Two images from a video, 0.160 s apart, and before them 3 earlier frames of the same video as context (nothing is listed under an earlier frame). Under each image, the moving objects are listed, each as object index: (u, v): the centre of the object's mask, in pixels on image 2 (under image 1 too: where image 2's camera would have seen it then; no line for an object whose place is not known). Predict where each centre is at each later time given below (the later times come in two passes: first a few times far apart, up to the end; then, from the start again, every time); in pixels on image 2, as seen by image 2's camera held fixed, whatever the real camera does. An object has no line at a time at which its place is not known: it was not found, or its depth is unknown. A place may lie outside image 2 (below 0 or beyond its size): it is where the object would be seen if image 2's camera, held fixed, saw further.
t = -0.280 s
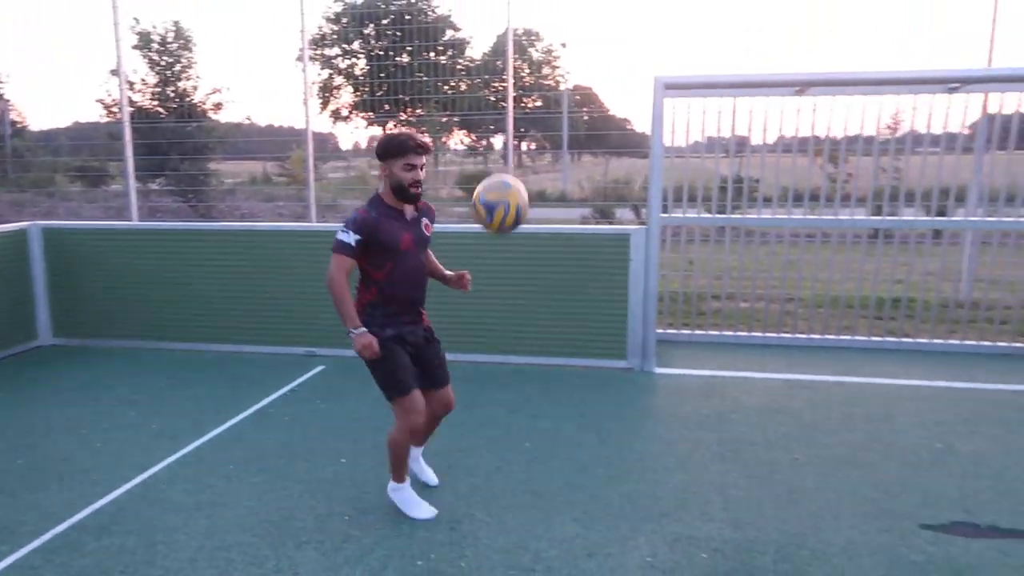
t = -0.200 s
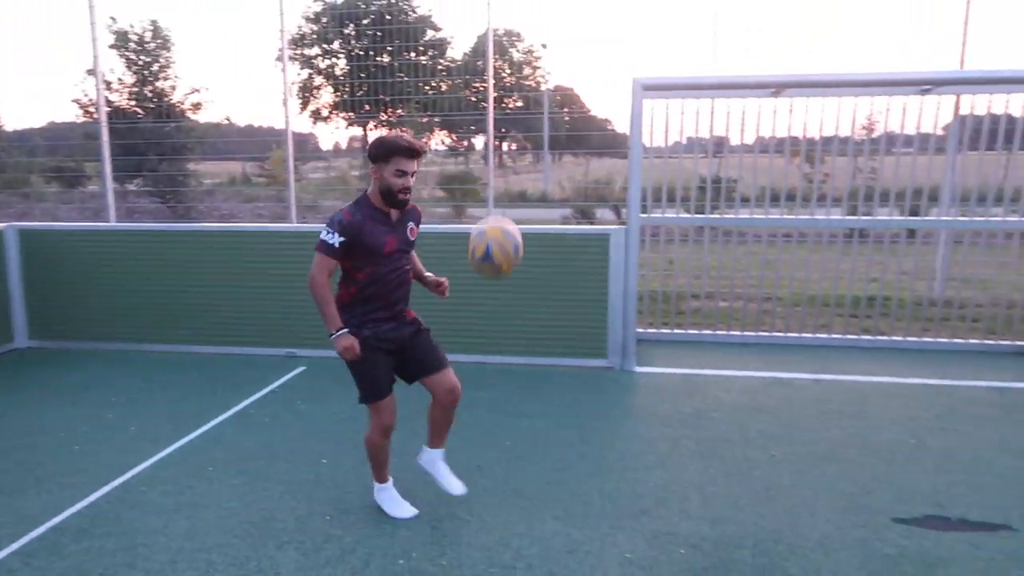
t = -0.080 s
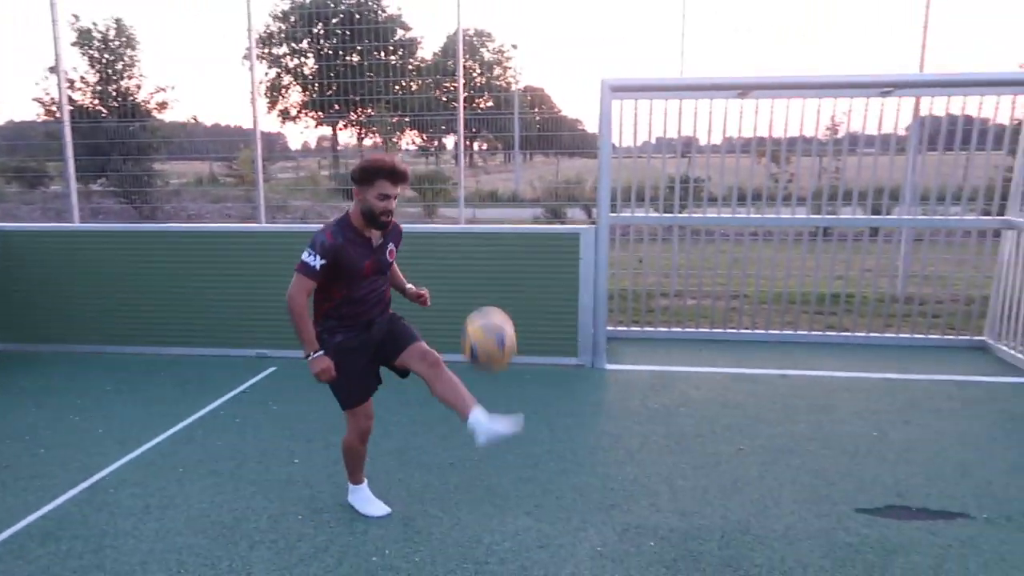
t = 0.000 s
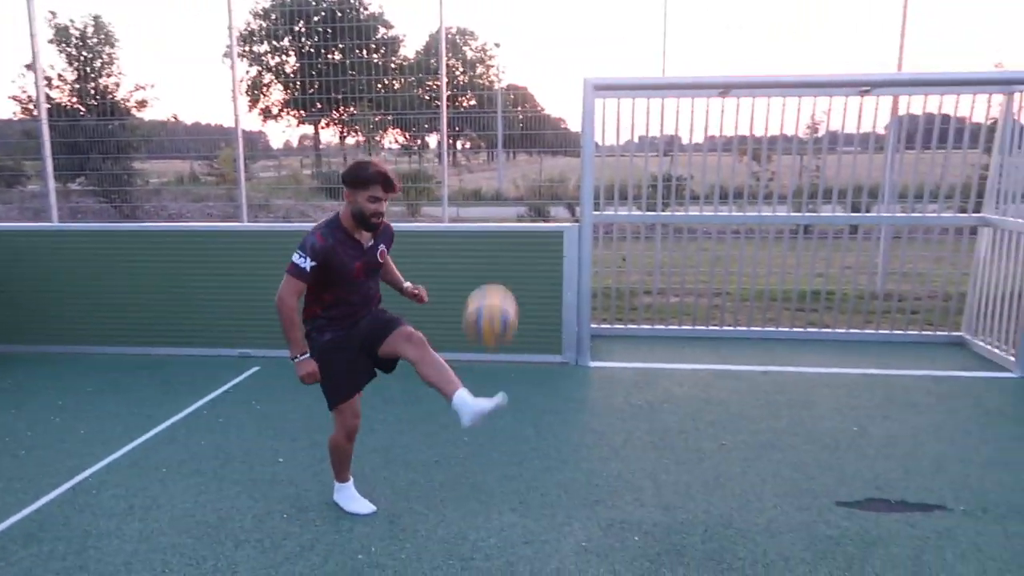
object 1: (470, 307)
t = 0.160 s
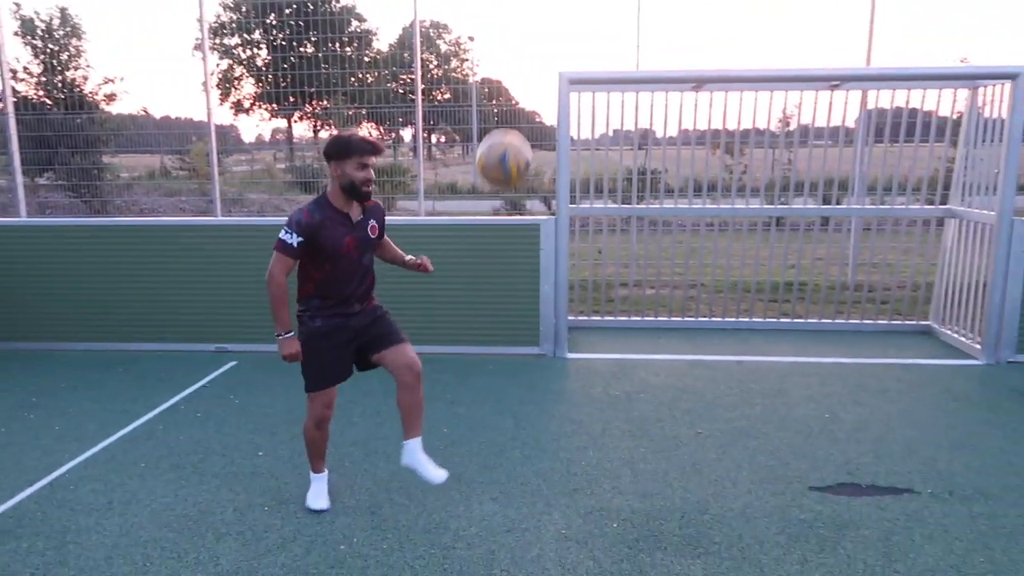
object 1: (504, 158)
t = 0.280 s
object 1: (531, 87)
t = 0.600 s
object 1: (603, 66)
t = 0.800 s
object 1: (640, 172)
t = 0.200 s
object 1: (513, 130)
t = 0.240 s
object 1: (520, 108)
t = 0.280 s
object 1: (531, 87)
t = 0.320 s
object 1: (541, 69)
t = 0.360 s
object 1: (550, 57)
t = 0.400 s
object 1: (559, 49)
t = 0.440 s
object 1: (569, 44)
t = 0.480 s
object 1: (578, 44)
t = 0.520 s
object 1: (587, 48)
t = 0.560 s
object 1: (595, 55)
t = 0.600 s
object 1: (603, 66)
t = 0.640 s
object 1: (611, 81)
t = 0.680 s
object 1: (618, 96)
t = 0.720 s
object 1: (627, 122)
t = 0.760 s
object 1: (633, 146)
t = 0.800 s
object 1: (640, 172)
